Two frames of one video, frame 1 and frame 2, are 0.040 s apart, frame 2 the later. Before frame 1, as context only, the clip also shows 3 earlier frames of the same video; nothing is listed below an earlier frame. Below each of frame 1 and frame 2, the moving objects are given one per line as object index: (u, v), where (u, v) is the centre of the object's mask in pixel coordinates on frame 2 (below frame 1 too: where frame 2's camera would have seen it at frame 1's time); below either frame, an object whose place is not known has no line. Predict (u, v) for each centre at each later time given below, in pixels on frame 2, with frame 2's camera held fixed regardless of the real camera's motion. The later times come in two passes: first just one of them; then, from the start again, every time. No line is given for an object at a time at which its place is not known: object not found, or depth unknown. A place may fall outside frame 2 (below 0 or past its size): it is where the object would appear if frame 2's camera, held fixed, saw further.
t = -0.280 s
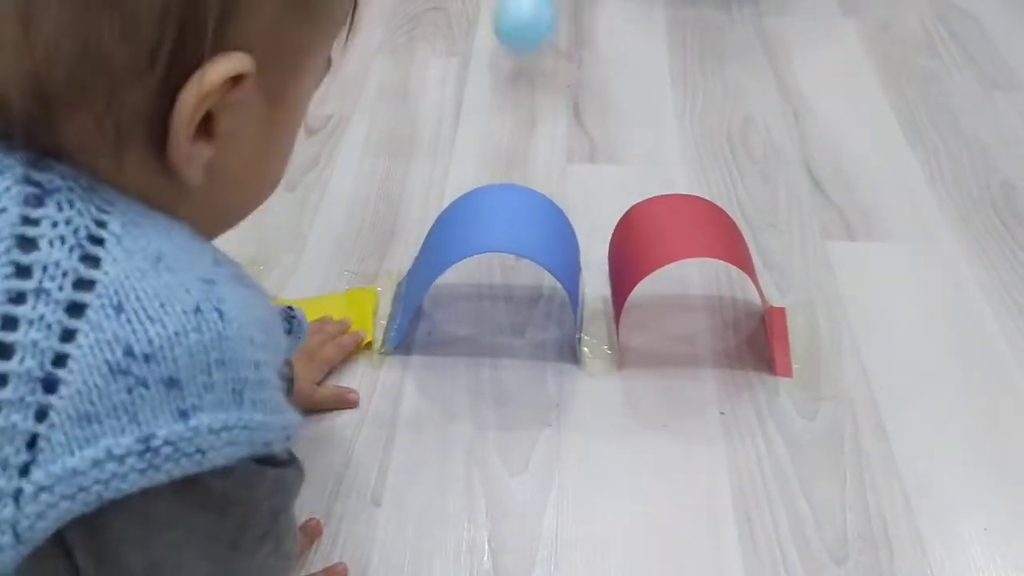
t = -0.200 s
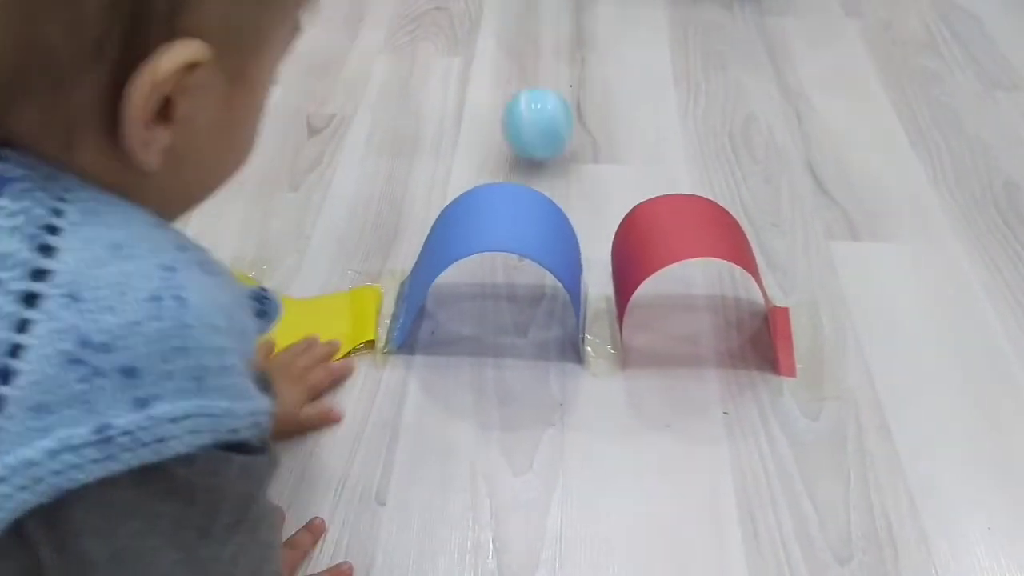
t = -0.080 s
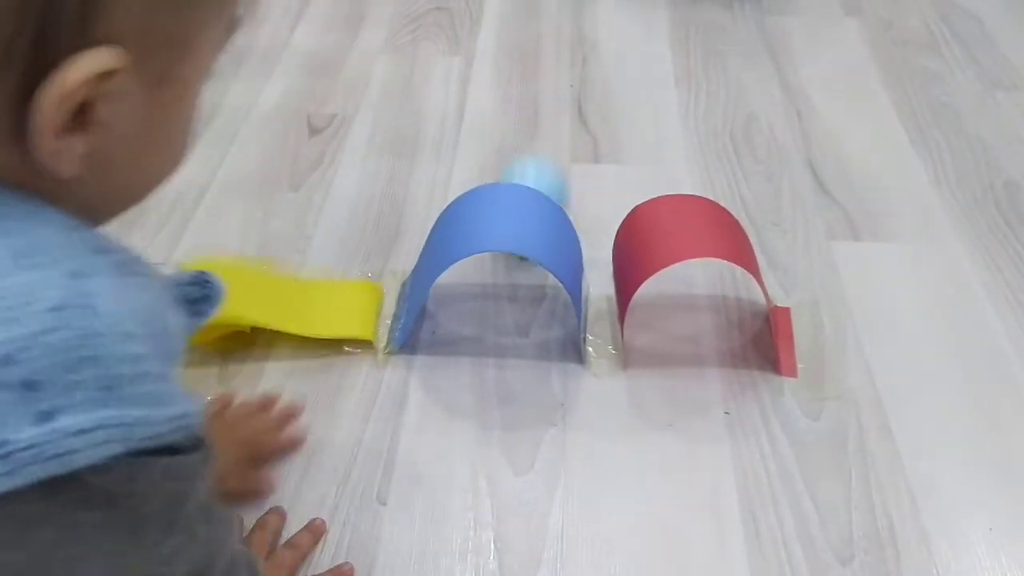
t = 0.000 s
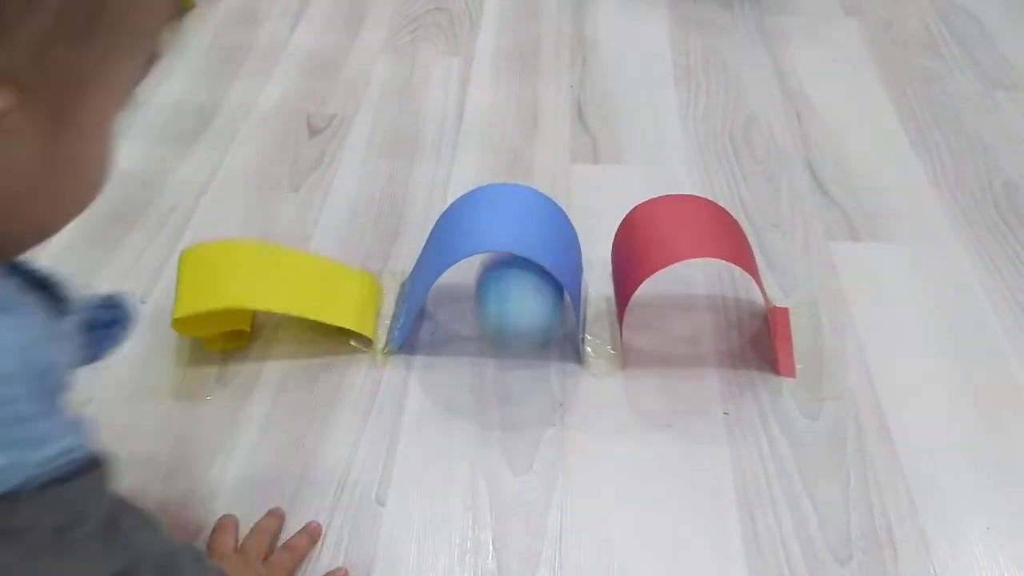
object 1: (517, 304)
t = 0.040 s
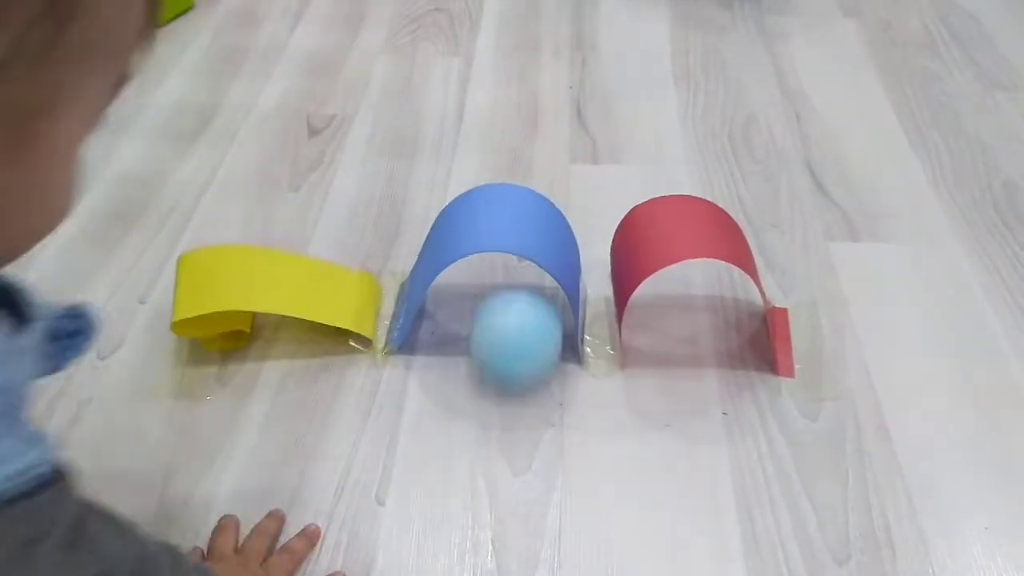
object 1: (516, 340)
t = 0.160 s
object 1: (506, 477)
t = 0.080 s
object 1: (513, 381)
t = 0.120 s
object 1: (510, 423)
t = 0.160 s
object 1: (506, 477)
